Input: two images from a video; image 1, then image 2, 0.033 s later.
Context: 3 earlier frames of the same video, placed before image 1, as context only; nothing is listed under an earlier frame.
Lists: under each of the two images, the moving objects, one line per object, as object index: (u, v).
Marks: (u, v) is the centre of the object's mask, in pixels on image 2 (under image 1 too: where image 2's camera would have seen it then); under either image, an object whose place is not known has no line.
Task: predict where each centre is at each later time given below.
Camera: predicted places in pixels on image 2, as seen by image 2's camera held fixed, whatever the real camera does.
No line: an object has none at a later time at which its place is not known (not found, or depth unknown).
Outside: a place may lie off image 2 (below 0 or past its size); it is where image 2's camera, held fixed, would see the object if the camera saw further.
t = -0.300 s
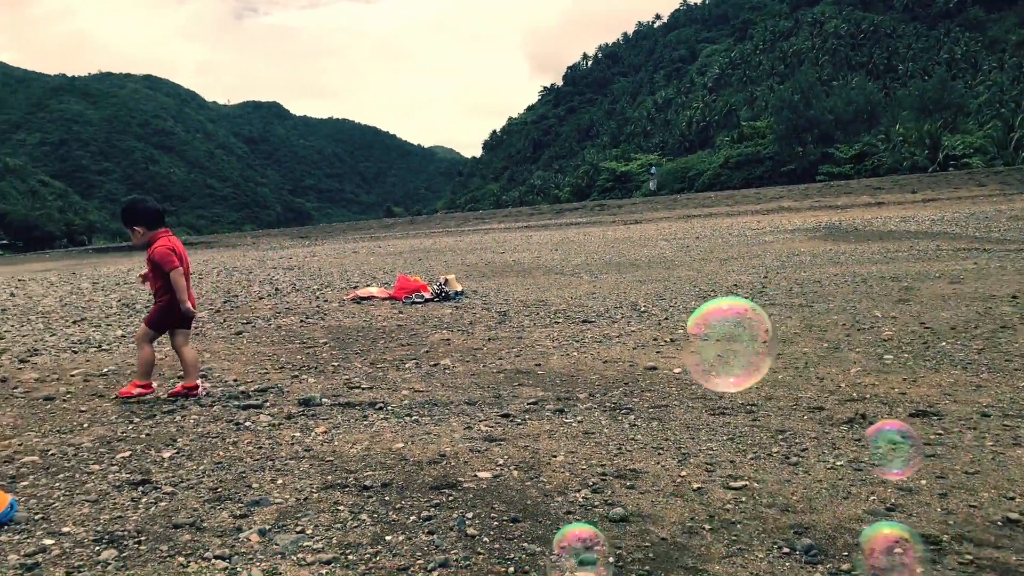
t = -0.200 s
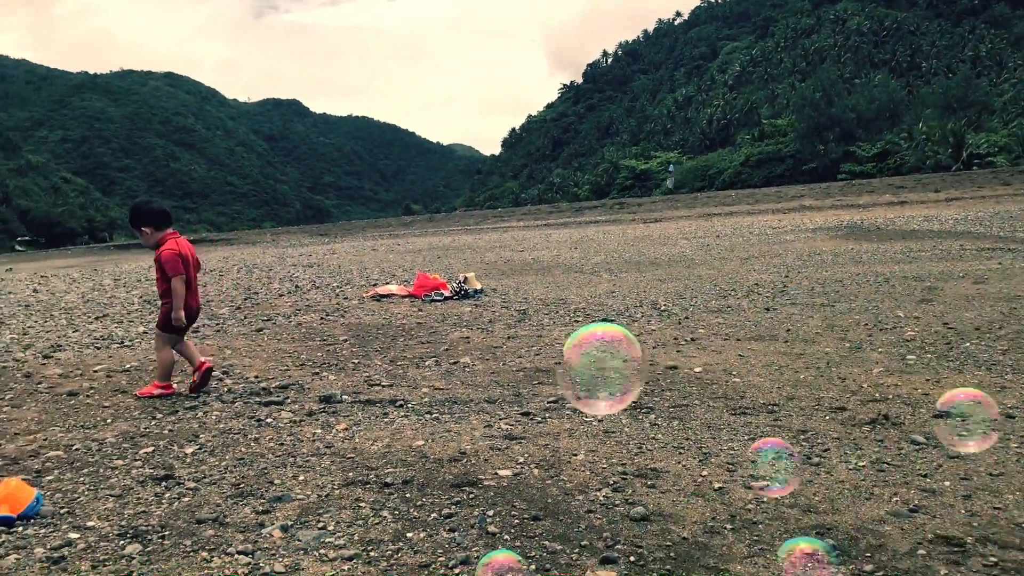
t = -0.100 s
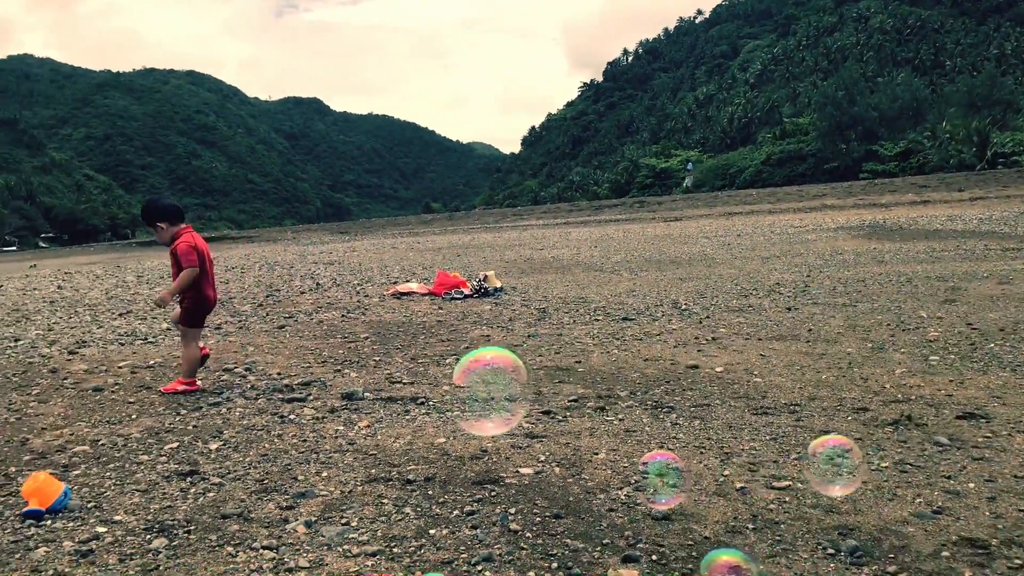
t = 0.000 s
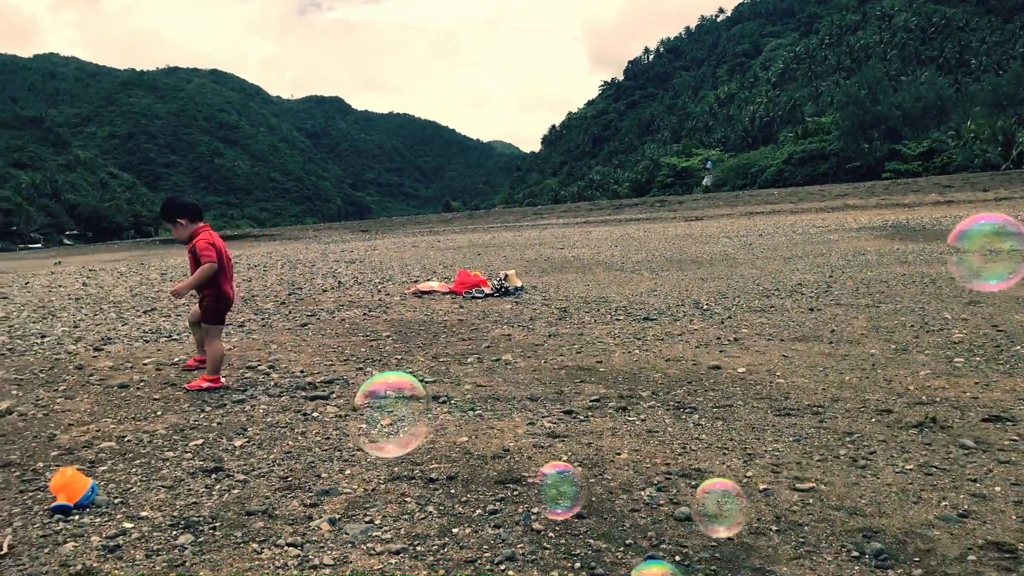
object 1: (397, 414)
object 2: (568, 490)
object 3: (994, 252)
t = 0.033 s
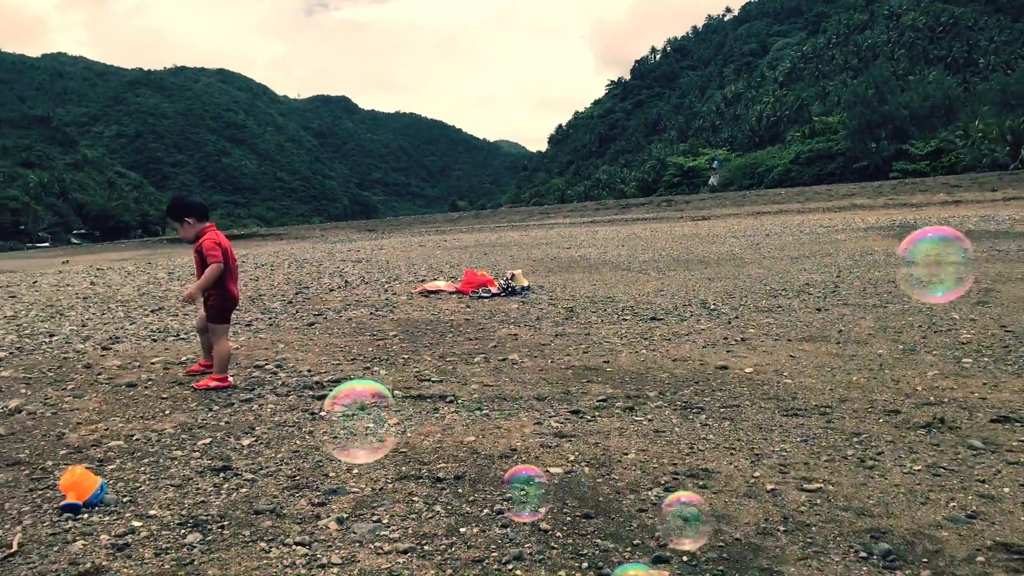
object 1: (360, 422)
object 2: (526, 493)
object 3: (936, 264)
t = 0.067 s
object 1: (323, 430)
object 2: (485, 496)
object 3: (877, 277)
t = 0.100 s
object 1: (287, 437)
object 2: (447, 499)
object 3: (821, 289)
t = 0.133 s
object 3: (769, 299)
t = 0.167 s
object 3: (718, 309)
